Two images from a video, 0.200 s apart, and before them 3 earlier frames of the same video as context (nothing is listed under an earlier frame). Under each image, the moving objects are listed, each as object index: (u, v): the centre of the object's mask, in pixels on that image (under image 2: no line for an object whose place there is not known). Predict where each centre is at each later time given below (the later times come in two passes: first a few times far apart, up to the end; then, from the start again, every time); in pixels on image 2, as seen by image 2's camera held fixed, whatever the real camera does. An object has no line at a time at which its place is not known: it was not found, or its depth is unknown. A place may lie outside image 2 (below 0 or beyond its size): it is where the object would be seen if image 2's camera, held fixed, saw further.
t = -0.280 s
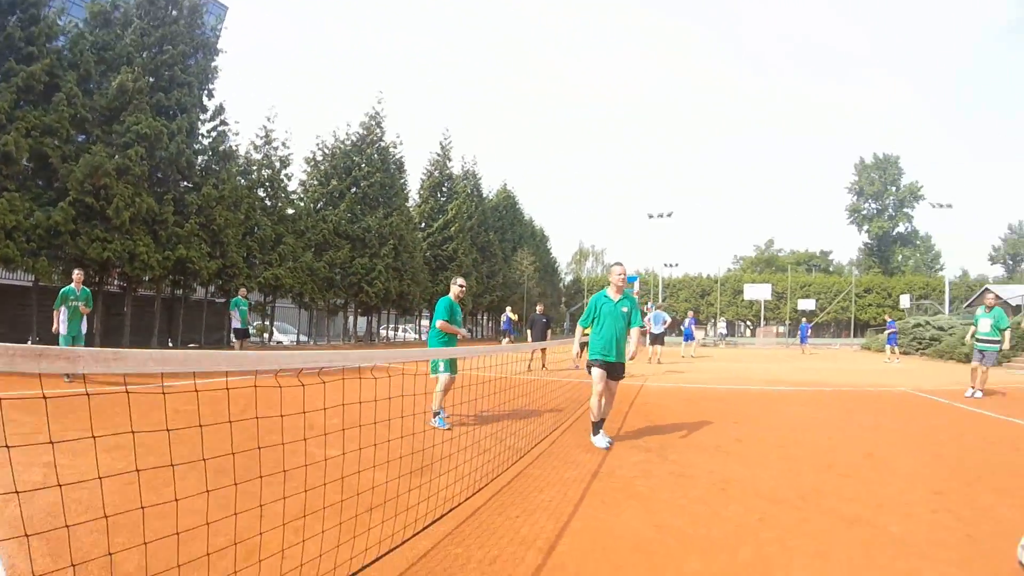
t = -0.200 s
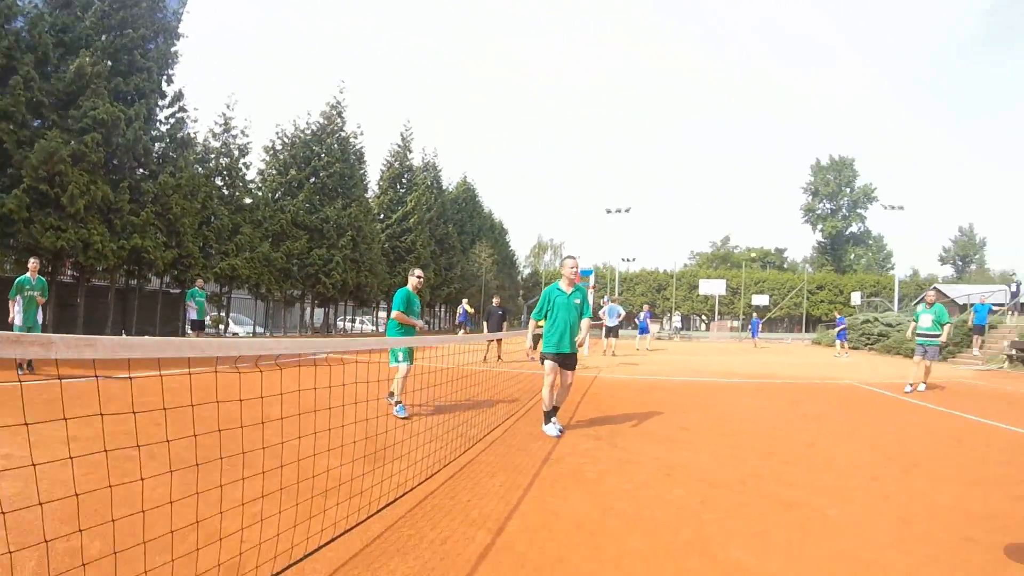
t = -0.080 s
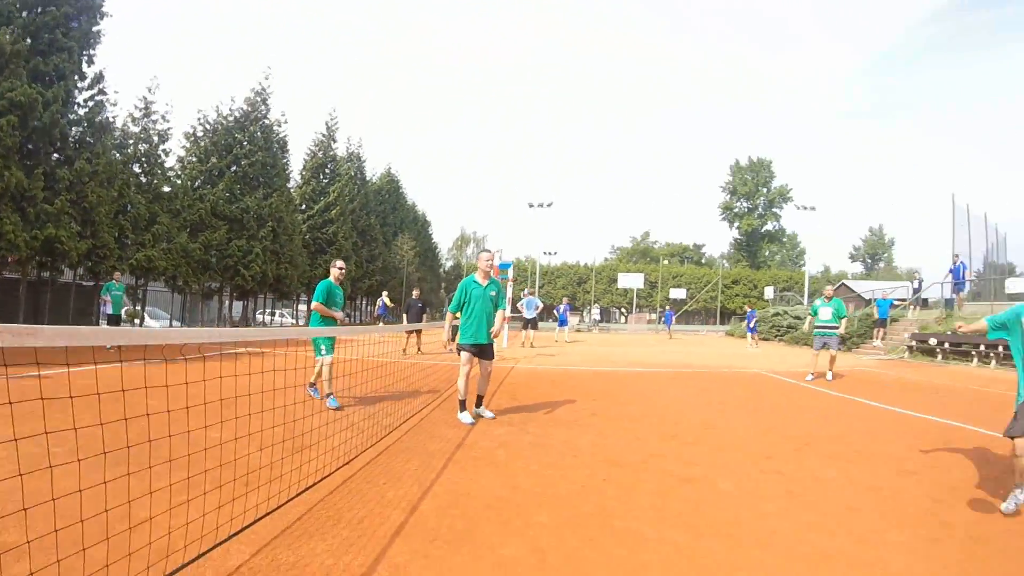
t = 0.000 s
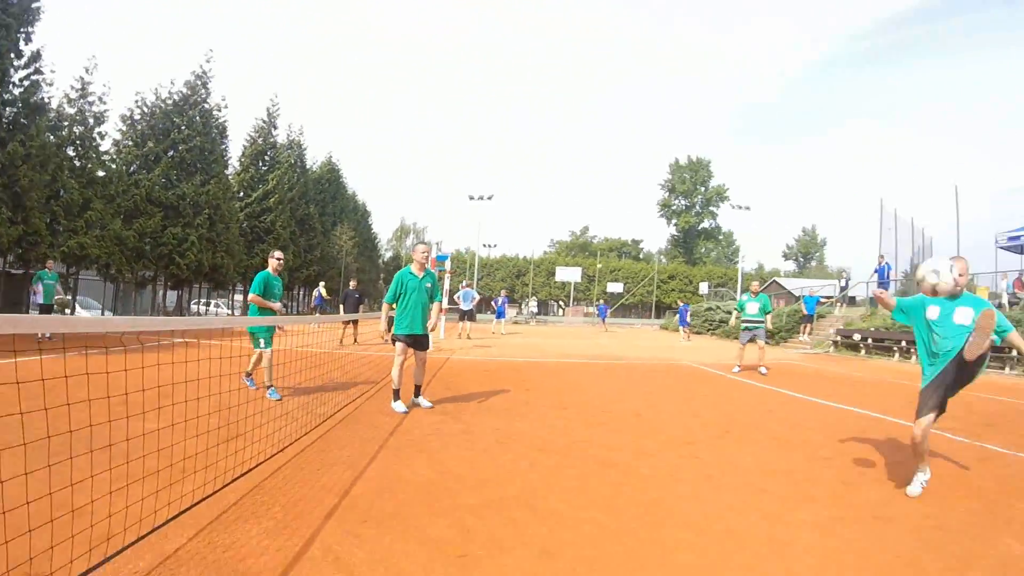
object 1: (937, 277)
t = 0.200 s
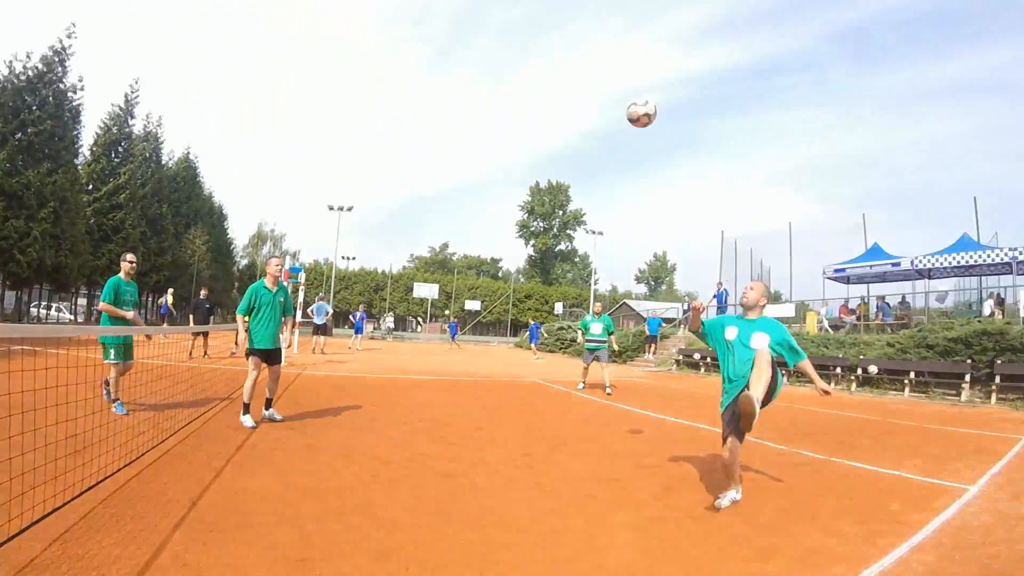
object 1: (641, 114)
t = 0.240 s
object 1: (622, 89)
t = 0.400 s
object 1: (559, 28)
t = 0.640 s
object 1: (502, -3)
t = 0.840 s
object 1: (466, 12)
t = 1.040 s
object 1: (431, 51)
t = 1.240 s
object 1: (401, 109)
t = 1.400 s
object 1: (377, 178)
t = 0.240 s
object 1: (622, 89)
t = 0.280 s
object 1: (604, 70)
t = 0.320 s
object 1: (587, 53)
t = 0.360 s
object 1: (572, 39)
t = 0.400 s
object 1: (559, 28)
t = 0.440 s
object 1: (547, 18)
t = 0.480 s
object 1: (536, 11)
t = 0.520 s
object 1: (527, 5)
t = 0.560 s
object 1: (518, 1)
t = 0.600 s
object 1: (510, -1)
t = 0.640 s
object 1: (502, -3)
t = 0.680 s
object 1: (495, -1)
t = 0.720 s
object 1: (486, 0)
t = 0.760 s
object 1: (480, 4)
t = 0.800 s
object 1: (472, 7)
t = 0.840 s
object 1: (466, 12)
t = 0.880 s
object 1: (458, 22)
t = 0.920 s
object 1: (450, 26)
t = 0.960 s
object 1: (444, 33)
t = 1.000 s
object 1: (437, 41)
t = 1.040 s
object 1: (431, 51)
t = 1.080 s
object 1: (424, 61)
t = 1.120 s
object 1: (418, 71)
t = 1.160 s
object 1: (413, 83)
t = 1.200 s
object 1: (406, 95)
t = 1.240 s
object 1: (401, 109)
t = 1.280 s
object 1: (395, 125)
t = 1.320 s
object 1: (389, 141)
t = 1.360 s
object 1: (382, 159)
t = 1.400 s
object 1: (377, 178)
